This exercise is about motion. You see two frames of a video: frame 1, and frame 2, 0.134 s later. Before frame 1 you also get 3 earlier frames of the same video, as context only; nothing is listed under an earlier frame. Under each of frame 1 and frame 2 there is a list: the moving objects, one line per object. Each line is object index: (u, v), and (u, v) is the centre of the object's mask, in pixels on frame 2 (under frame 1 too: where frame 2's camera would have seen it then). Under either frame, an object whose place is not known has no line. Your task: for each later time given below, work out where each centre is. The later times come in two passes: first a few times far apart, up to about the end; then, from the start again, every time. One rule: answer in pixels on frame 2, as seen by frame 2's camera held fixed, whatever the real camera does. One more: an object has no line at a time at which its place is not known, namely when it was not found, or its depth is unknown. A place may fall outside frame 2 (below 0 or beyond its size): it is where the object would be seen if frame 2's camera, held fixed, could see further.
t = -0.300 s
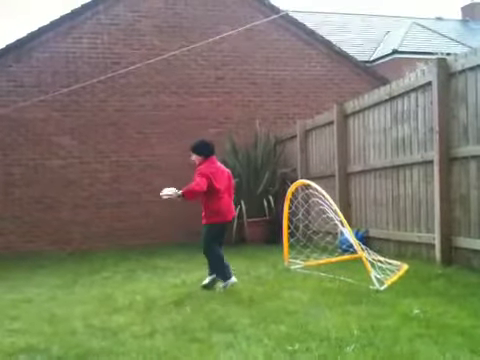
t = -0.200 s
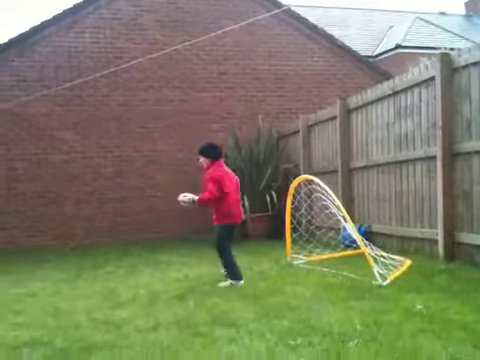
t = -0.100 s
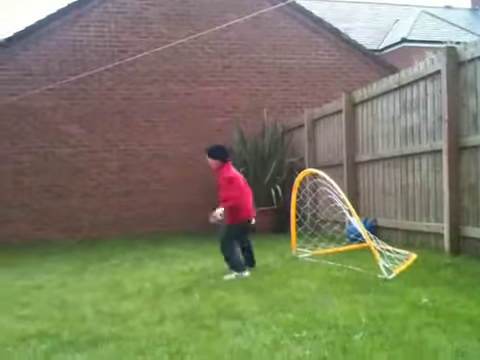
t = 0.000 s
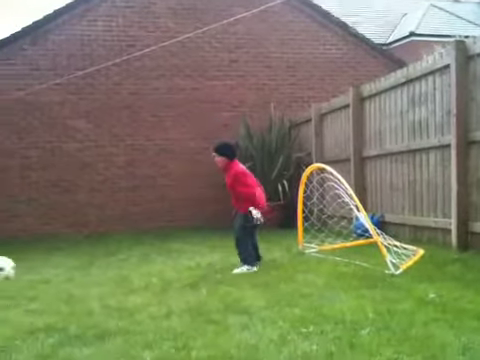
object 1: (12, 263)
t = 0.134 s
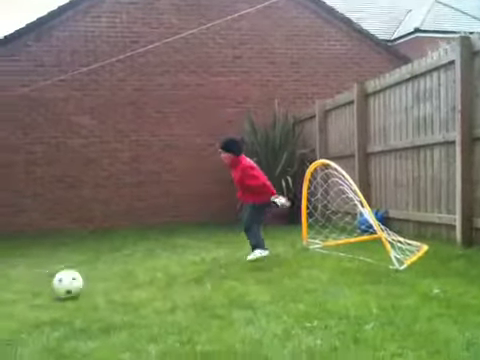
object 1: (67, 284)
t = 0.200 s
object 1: (98, 287)
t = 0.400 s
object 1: (180, 294)
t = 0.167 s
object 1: (83, 286)
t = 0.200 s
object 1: (98, 287)
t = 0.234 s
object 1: (109, 287)
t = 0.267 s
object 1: (122, 285)
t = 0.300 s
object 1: (135, 285)
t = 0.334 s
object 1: (150, 287)
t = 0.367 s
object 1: (166, 292)
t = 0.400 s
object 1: (180, 294)
